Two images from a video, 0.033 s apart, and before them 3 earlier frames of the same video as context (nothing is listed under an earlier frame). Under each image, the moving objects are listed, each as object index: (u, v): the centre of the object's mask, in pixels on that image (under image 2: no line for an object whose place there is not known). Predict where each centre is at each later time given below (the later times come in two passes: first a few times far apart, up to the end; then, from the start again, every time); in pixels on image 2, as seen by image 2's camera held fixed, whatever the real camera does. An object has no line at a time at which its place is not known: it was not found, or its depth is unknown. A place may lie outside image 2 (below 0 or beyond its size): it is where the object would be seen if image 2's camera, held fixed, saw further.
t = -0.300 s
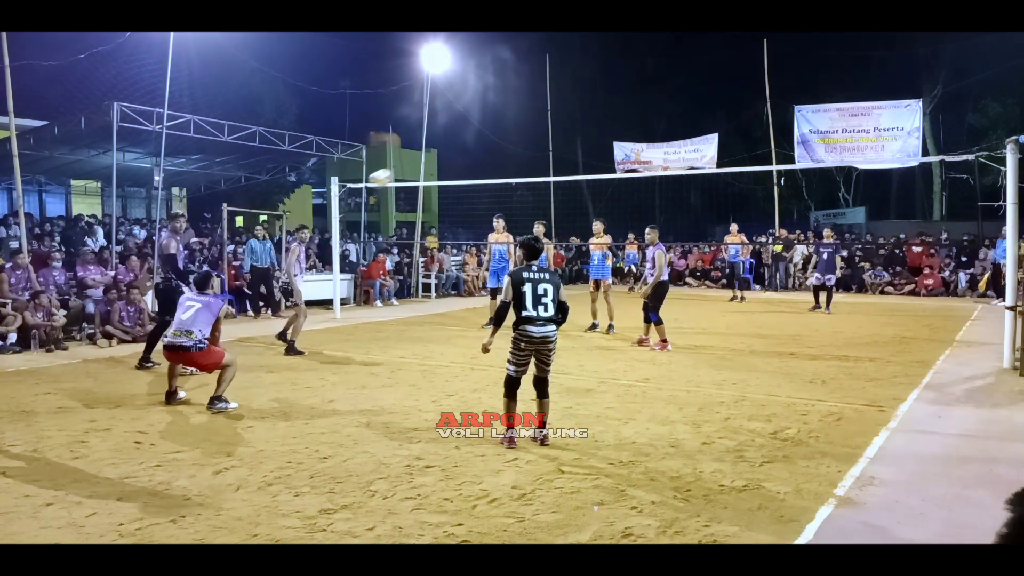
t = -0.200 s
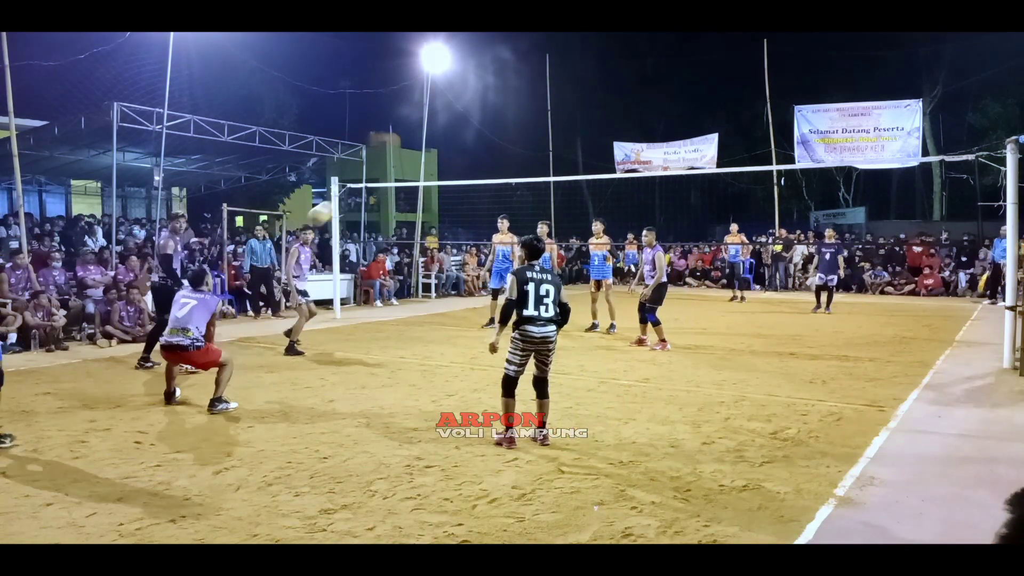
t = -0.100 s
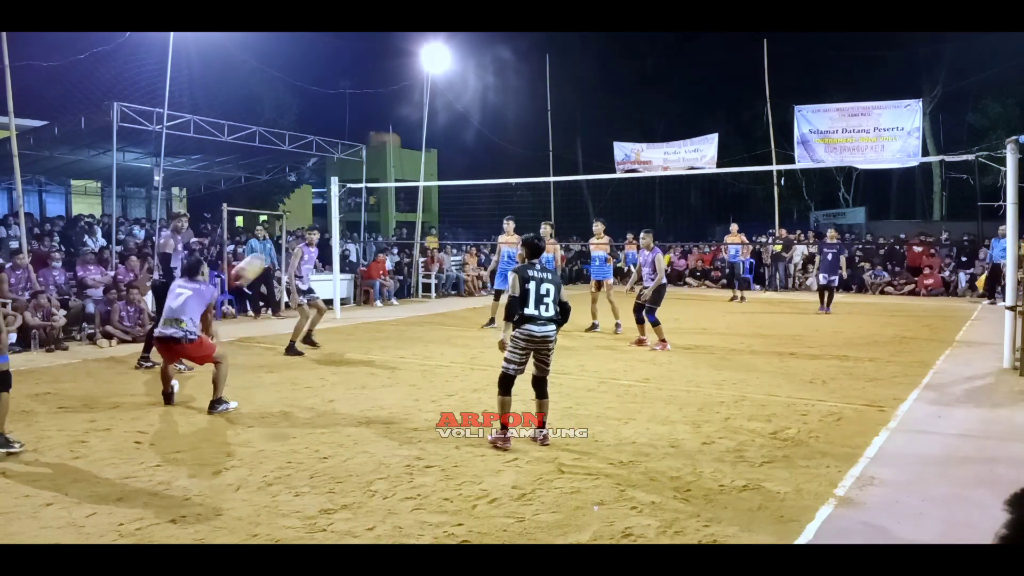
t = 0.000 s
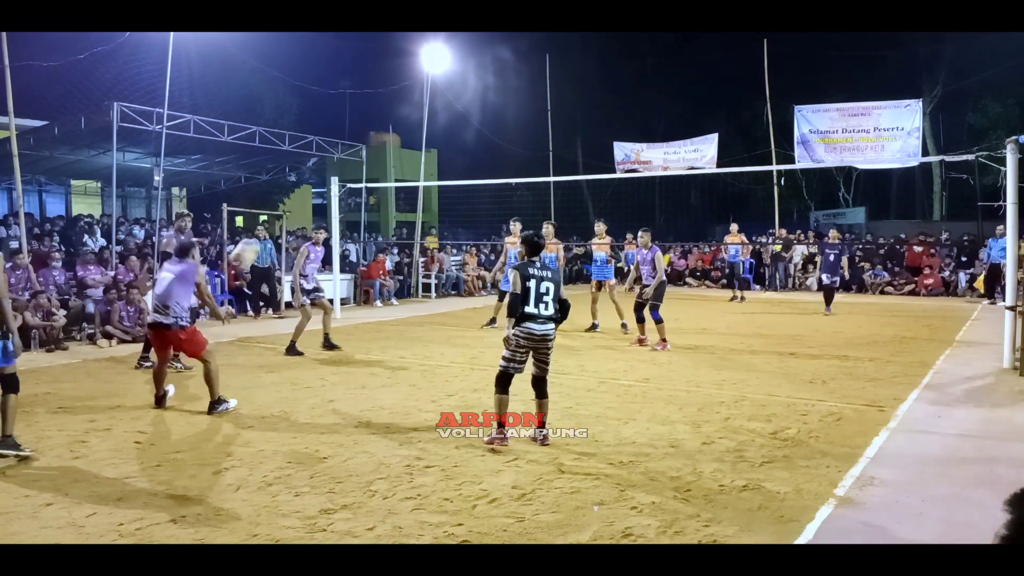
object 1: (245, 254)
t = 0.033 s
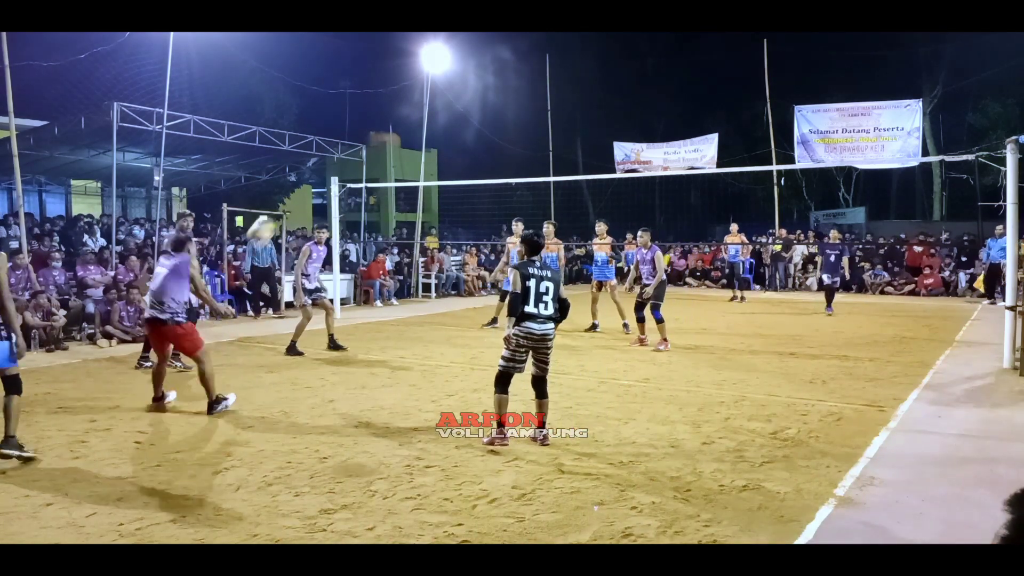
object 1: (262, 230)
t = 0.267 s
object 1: (368, 119)
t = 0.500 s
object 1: (459, 69)
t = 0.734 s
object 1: (530, 75)
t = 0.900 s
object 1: (576, 107)
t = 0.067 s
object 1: (279, 209)
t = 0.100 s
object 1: (293, 191)
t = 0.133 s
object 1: (310, 174)
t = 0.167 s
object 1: (325, 158)
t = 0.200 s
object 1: (340, 143)
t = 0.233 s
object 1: (354, 130)
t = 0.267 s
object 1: (368, 119)
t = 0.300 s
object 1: (382, 108)
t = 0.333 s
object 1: (395, 98)
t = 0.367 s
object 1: (408, 90)
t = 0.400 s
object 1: (420, 83)
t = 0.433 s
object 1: (433, 78)
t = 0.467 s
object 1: (449, 74)
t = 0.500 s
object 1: (459, 69)
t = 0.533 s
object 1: (468, 67)
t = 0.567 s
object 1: (479, 66)
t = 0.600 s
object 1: (490, 66)
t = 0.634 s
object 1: (500, 67)
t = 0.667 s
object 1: (511, 69)
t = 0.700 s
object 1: (521, 72)
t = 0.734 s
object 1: (530, 75)
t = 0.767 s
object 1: (540, 80)
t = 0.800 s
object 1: (549, 86)
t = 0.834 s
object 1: (559, 92)
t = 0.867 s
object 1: (568, 99)
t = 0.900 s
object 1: (576, 107)
